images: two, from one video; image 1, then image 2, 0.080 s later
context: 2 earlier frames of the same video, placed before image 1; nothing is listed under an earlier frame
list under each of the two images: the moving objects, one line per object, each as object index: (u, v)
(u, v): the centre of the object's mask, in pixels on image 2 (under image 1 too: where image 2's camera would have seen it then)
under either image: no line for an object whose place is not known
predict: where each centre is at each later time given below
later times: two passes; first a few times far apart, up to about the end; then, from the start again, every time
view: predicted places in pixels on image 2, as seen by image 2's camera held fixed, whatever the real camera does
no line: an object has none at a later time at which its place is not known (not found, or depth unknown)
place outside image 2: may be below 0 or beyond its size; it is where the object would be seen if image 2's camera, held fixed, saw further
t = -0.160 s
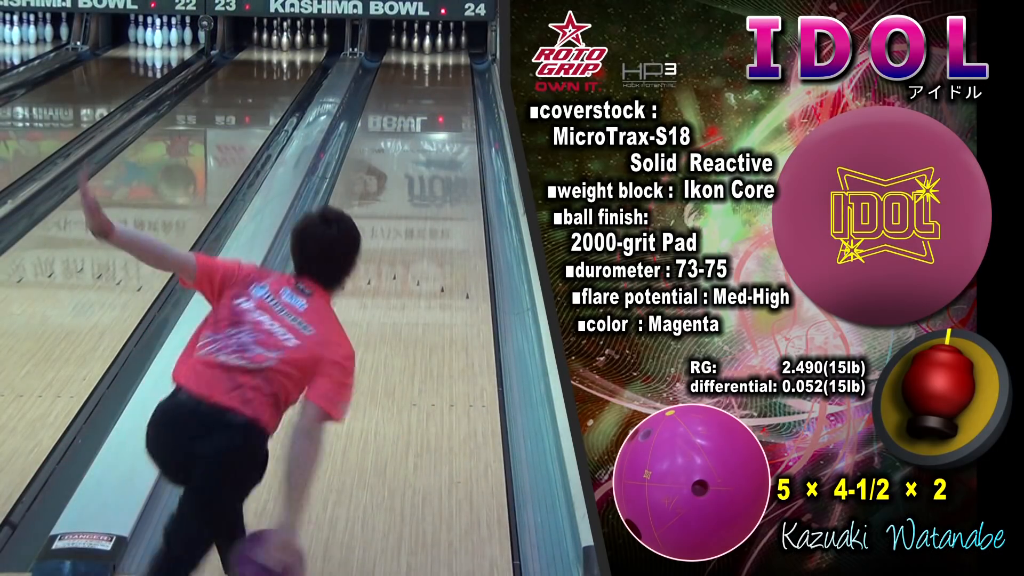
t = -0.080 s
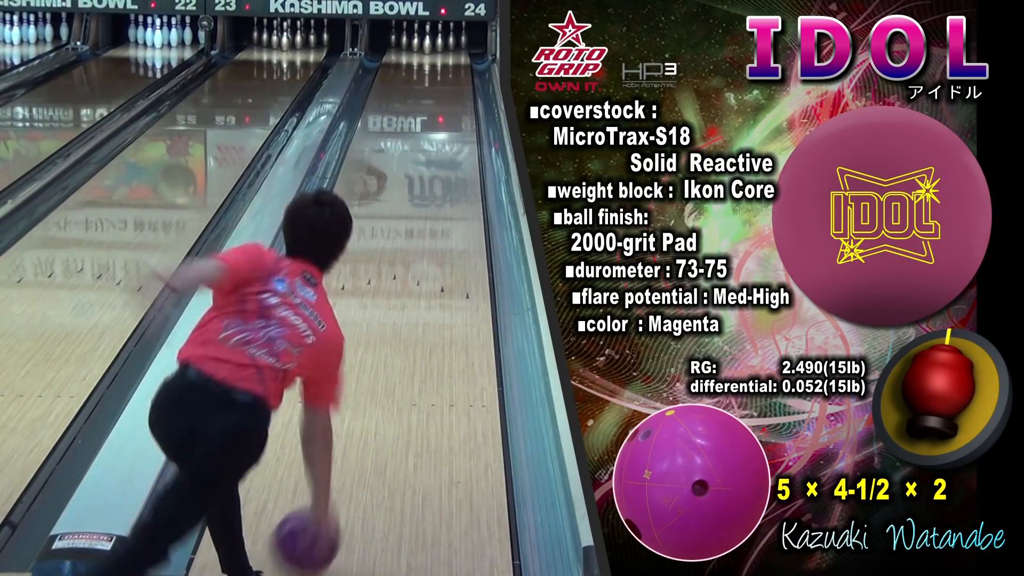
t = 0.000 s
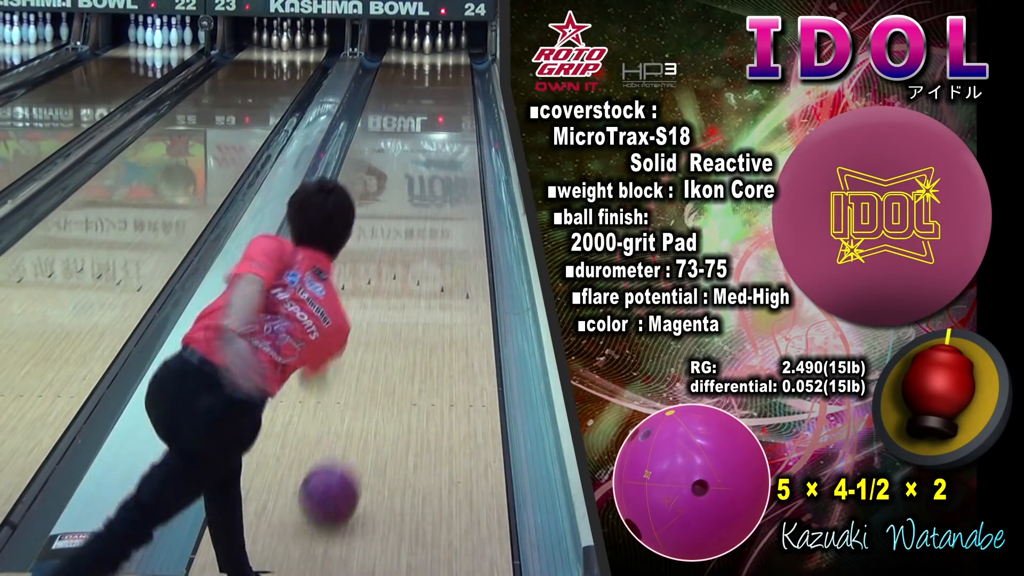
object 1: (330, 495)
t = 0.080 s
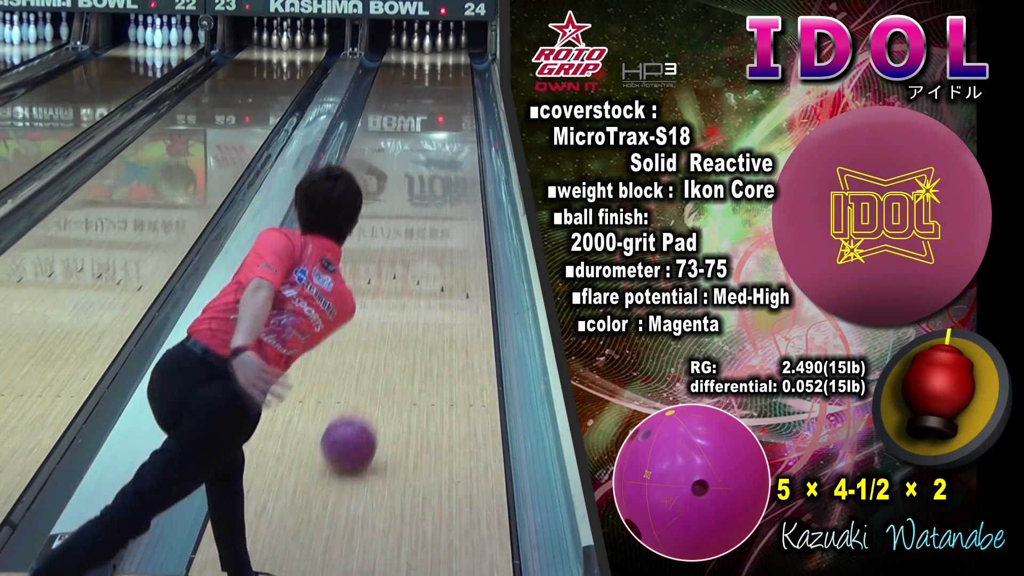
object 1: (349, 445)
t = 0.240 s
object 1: (380, 362)
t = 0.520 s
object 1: (415, 265)
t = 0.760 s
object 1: (434, 209)
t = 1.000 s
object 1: (448, 167)
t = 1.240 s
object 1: (457, 134)
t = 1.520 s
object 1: (461, 105)
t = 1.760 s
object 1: (459, 85)
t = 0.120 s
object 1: (358, 420)
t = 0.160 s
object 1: (366, 401)
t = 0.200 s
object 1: (373, 380)
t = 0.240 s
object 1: (380, 362)
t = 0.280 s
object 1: (385, 346)
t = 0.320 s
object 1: (392, 329)
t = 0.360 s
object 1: (397, 315)
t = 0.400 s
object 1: (401, 302)
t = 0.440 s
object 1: (406, 288)
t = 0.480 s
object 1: (410, 277)
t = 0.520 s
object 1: (415, 265)
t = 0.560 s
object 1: (418, 255)
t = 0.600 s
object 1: (422, 244)
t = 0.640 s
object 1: (425, 234)
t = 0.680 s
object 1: (428, 226)
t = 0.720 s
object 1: (431, 217)
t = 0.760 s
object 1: (434, 209)
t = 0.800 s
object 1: (437, 202)
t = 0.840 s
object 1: (439, 193)
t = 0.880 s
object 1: (442, 187)
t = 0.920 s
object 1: (444, 180)
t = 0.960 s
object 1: (446, 173)
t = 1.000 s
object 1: (448, 167)
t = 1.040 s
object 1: (450, 161)
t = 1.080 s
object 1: (451, 155)
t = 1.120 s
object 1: (453, 149)
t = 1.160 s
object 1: (454, 144)
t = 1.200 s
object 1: (455, 139)
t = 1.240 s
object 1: (457, 134)
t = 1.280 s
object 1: (457, 130)
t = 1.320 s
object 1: (458, 125)
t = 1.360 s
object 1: (459, 121)
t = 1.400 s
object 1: (459, 117)
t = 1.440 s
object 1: (460, 113)
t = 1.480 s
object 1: (460, 108)
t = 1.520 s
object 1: (461, 105)
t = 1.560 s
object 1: (461, 101)
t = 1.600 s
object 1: (461, 98)
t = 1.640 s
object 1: (461, 95)
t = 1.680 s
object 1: (460, 91)
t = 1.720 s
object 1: (460, 88)
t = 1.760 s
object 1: (459, 85)
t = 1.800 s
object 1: (458, 82)
